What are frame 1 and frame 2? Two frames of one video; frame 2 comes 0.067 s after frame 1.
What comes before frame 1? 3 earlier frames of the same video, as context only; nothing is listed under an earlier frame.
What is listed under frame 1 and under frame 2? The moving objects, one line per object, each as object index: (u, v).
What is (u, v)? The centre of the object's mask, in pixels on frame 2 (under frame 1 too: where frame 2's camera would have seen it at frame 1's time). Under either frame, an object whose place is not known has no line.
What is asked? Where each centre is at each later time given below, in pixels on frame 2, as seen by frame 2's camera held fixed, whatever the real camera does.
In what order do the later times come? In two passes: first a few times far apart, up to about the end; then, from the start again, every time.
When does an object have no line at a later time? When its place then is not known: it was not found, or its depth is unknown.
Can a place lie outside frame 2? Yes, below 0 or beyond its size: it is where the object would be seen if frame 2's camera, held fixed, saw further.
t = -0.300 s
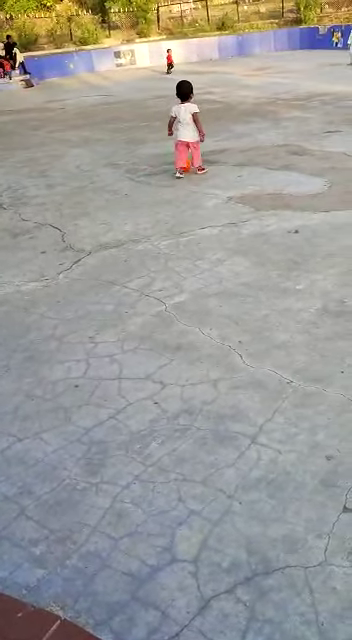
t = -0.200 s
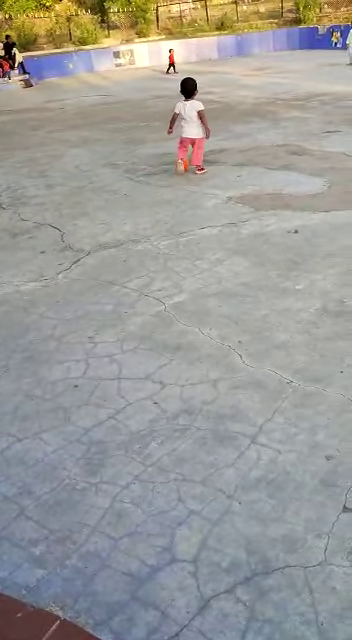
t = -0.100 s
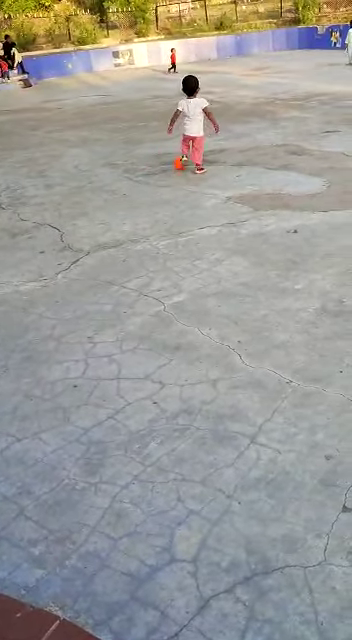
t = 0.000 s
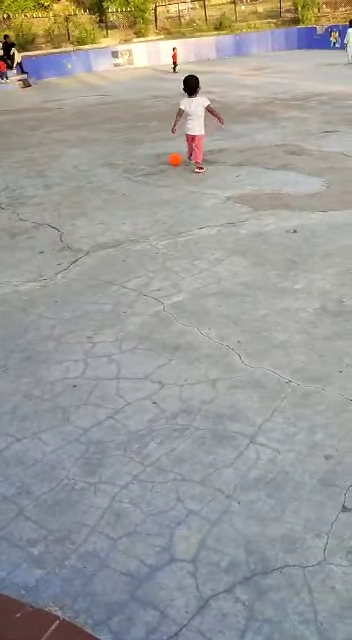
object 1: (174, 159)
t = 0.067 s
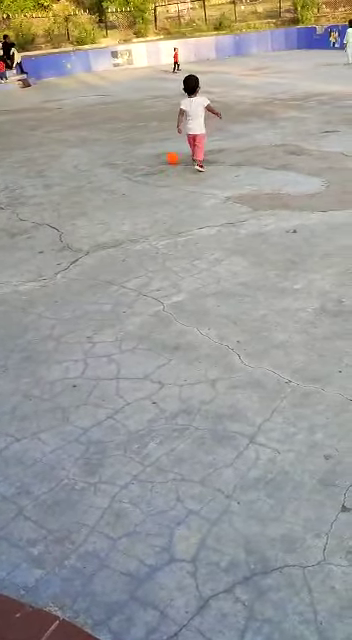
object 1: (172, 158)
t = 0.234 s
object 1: (167, 154)
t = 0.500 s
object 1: (160, 149)
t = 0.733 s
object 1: (154, 146)
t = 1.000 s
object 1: (147, 141)
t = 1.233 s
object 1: (141, 138)
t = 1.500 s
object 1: (135, 135)
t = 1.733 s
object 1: (129, 132)
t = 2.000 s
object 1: (124, 130)
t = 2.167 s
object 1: (120, 128)
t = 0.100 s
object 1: (171, 158)
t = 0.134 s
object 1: (170, 156)
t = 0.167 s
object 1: (169, 155)
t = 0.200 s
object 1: (168, 154)
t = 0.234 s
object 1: (167, 154)
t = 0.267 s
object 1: (166, 153)
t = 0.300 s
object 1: (166, 153)
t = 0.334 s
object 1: (165, 152)
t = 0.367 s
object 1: (163, 151)
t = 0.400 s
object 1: (163, 150)
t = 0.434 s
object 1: (162, 150)
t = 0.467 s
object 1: (161, 150)
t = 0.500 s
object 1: (160, 149)
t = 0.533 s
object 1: (159, 149)
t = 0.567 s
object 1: (158, 149)
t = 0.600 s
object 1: (157, 147)
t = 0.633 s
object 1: (157, 147)
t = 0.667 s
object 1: (155, 146)
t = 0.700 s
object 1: (155, 146)
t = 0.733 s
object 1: (154, 146)
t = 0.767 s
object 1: (153, 145)
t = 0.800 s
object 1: (153, 145)
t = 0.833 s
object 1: (151, 144)
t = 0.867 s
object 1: (150, 143)
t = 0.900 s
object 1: (150, 143)
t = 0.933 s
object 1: (149, 142)
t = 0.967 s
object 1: (148, 141)
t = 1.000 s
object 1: (147, 141)
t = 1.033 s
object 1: (146, 141)
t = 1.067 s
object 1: (146, 140)
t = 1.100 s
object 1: (145, 140)
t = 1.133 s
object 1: (143, 140)
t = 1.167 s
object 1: (142, 139)
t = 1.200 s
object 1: (141, 139)
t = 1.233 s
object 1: (141, 138)
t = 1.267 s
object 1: (141, 138)
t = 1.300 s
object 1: (139, 137)
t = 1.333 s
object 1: (139, 136)
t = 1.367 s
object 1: (137, 136)
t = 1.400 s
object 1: (136, 136)
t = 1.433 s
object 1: (136, 135)
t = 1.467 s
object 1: (136, 135)
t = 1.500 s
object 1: (135, 135)
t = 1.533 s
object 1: (134, 134)
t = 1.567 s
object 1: (133, 134)
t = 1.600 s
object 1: (132, 134)
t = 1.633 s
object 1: (131, 133)
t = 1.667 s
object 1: (130, 133)
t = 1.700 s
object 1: (129, 133)
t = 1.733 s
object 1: (129, 132)
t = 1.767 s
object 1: (128, 131)
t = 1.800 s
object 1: (128, 131)
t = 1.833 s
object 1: (126, 131)
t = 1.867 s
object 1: (125, 131)
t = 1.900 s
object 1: (125, 131)
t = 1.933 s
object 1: (125, 131)
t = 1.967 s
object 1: (124, 130)
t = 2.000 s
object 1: (124, 130)
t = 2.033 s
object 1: (122, 130)
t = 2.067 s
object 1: (122, 130)
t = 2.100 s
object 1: (121, 129)
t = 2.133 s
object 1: (121, 128)
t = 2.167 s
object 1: (120, 128)
